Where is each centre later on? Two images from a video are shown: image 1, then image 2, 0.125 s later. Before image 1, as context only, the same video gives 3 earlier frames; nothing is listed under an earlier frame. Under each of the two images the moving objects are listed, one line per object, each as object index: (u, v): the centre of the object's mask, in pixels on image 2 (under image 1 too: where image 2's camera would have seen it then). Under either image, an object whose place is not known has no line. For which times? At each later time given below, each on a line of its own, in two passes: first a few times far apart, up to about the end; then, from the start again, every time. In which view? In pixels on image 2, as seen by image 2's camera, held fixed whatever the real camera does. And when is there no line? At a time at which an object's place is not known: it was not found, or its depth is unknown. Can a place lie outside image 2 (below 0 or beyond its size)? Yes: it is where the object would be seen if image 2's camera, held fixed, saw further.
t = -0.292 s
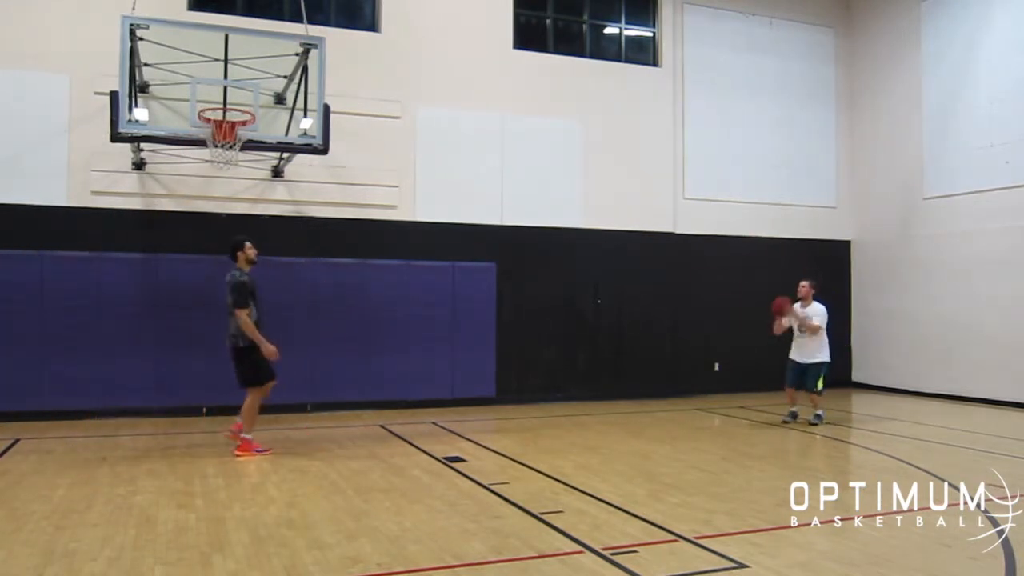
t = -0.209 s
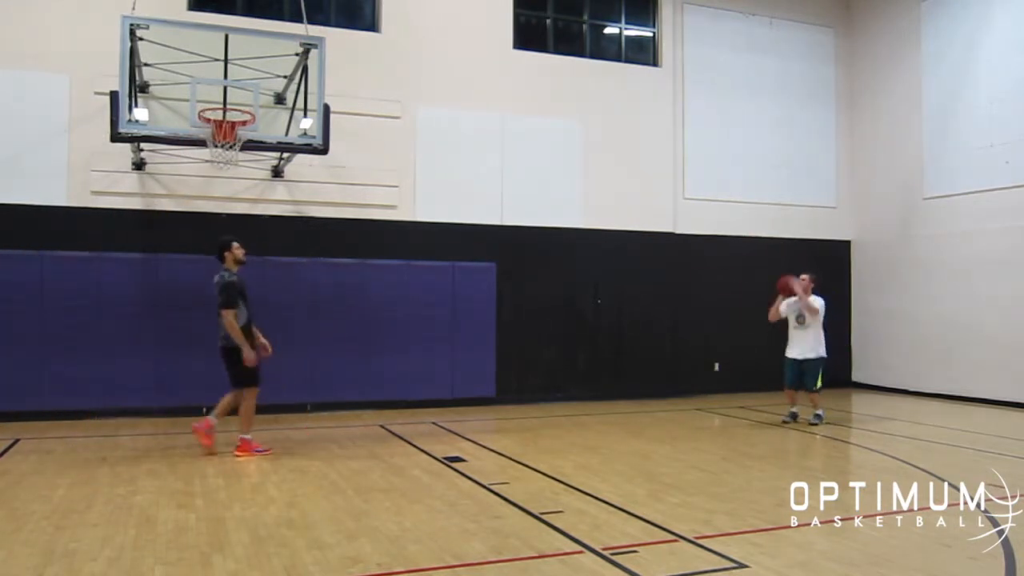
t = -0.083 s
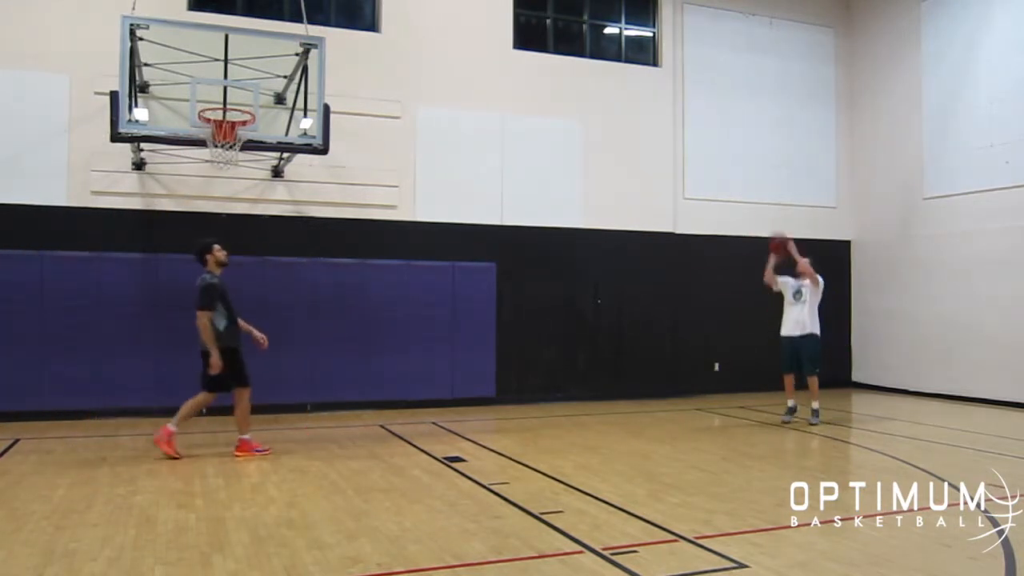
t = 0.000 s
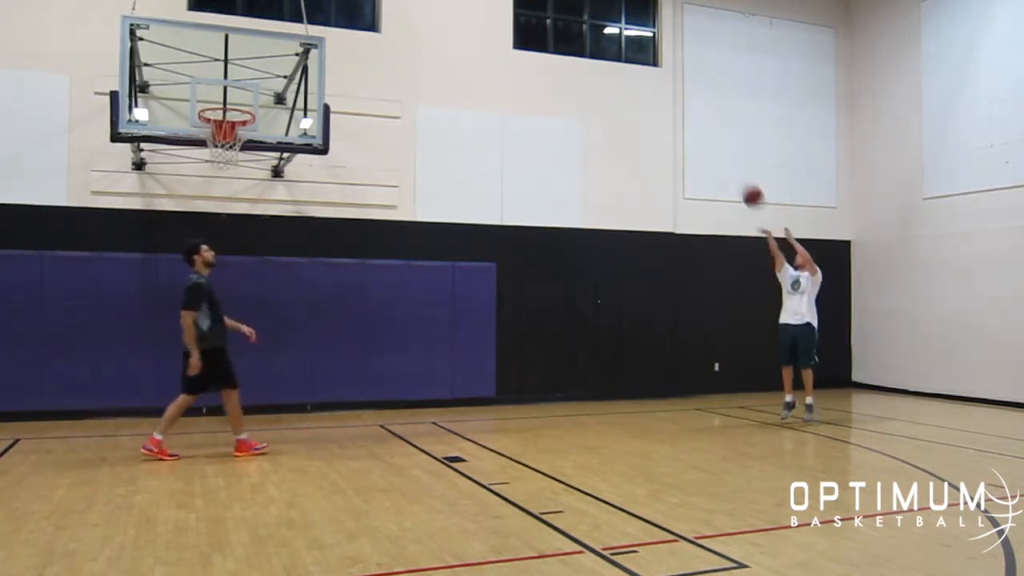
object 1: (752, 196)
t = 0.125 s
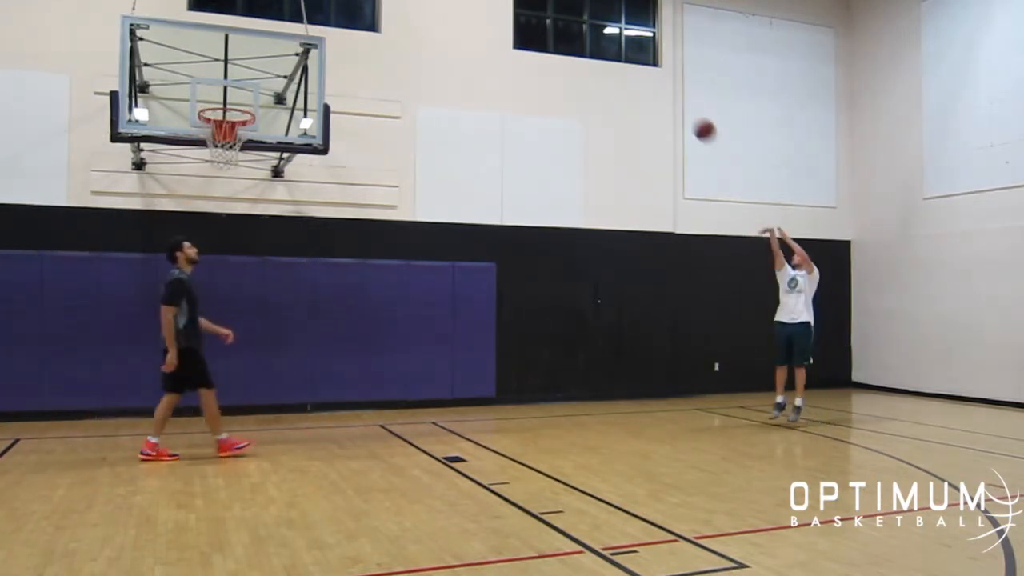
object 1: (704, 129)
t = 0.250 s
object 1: (654, 75)
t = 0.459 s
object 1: (567, 12)
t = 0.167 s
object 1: (687, 110)
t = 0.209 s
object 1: (671, 92)
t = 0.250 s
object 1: (654, 75)
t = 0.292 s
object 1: (636, 58)
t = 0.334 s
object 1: (620, 45)
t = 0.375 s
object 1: (601, 31)
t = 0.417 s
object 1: (585, 21)
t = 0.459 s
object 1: (567, 12)
